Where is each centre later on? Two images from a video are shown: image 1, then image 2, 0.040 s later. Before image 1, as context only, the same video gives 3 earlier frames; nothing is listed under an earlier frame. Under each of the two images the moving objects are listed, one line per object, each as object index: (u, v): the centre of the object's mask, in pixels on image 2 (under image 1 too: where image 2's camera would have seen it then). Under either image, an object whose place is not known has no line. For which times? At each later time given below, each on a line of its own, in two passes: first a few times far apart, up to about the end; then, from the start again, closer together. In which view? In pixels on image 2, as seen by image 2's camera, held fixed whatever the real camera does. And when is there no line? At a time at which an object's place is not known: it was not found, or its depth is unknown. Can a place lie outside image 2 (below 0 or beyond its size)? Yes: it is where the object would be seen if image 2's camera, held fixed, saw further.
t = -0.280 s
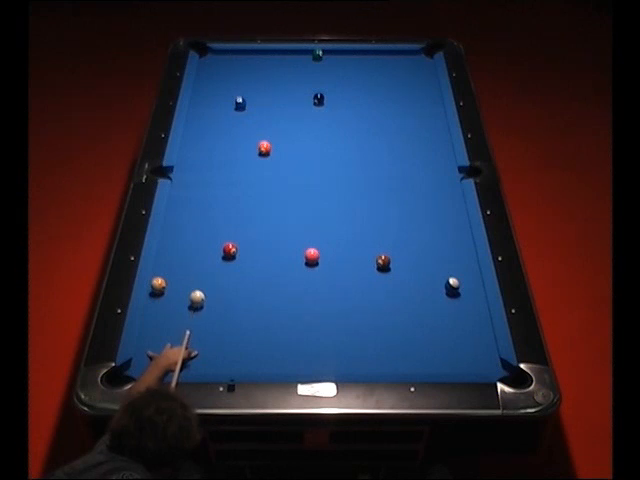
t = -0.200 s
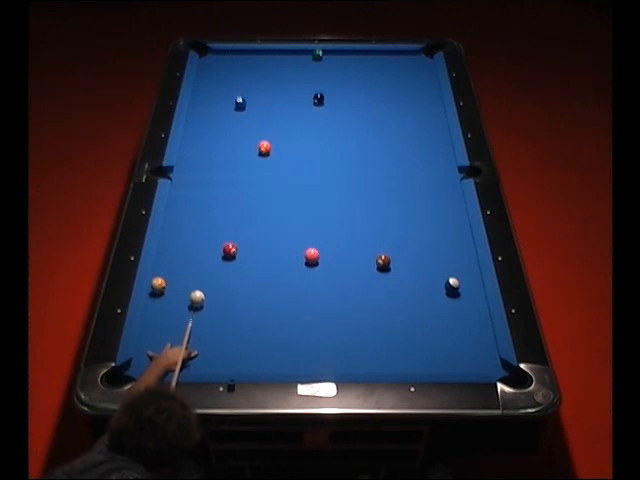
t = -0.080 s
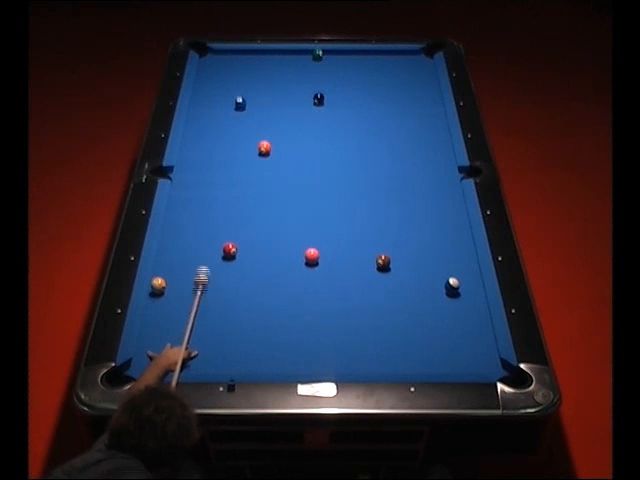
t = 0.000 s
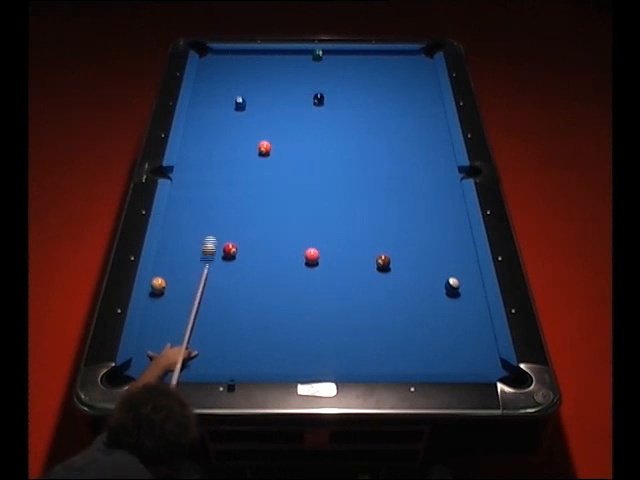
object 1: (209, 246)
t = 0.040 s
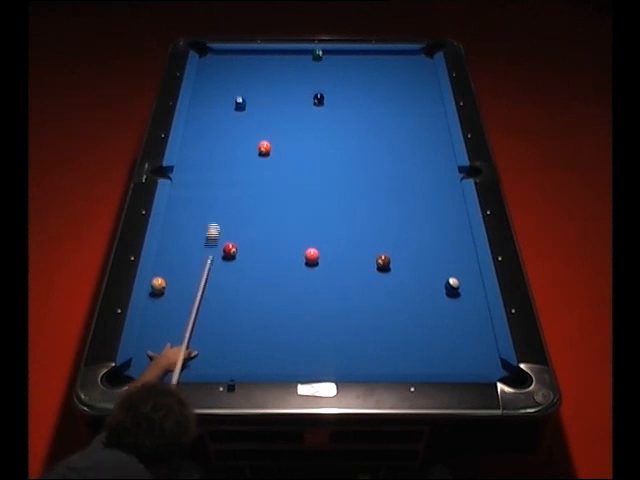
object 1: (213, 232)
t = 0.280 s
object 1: (230, 164)
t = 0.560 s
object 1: (248, 106)
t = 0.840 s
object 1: (286, 90)
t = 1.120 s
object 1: (318, 72)
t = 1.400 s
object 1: (346, 54)
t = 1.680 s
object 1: (369, 60)
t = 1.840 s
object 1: (374, 70)
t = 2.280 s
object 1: (407, 80)
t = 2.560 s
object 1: (426, 87)
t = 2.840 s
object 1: (428, 94)
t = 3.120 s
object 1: (420, 101)
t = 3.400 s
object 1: (413, 108)
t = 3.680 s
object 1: (406, 114)
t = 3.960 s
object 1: (399, 120)
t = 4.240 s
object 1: (393, 125)
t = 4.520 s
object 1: (387, 129)
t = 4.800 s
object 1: (382, 133)
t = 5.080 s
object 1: (377, 137)
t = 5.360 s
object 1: (372, 140)
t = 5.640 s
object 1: (369, 143)
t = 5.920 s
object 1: (365, 145)
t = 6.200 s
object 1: (362, 147)
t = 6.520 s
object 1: (361, 148)
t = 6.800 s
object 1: (360, 148)
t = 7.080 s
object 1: (359, 148)
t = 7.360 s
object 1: (359, 148)
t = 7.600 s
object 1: (359, 148)
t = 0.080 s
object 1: (216, 219)
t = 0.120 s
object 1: (219, 207)
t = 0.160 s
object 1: (221, 196)
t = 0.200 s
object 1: (224, 185)
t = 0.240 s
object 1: (227, 175)
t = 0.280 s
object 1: (230, 164)
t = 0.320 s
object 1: (232, 154)
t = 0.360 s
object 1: (234, 144)
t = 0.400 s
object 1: (237, 135)
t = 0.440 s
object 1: (239, 126)
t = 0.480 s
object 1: (241, 117)
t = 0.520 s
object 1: (243, 109)
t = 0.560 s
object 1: (248, 106)
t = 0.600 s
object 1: (254, 105)
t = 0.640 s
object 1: (260, 103)
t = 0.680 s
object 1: (266, 101)
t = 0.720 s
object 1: (271, 99)
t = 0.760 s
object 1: (276, 96)
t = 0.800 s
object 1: (281, 93)
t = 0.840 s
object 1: (286, 90)
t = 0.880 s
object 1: (291, 88)
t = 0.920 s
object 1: (295, 85)
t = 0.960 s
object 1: (300, 82)
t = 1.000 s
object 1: (304, 79)
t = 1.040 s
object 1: (309, 77)
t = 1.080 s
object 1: (313, 74)
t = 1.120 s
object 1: (318, 72)
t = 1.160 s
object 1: (322, 69)
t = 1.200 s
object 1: (326, 67)
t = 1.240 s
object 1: (330, 64)
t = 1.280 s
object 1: (334, 62)
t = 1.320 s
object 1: (338, 59)
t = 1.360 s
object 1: (342, 56)
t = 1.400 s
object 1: (346, 54)
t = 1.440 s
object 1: (350, 52)
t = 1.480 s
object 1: (353, 53)
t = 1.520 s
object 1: (357, 54)
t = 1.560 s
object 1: (359, 55)
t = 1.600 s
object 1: (363, 56)
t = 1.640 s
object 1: (366, 57)
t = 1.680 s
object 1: (369, 60)
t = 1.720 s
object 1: (371, 63)
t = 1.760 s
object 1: (373, 67)
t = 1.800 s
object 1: (374, 69)
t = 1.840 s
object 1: (374, 70)
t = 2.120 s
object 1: (393, 76)
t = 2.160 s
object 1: (396, 77)
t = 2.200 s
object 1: (400, 78)
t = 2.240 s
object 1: (404, 79)
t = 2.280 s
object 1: (407, 80)
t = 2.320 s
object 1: (410, 81)
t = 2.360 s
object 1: (412, 82)
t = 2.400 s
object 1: (415, 84)
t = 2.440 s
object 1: (418, 84)
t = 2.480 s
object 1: (421, 85)
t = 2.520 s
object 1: (424, 86)
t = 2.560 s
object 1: (426, 87)
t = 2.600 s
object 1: (429, 88)
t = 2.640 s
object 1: (432, 89)
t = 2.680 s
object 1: (432, 90)
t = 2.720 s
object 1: (431, 91)
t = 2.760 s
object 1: (430, 92)
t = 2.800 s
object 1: (429, 93)
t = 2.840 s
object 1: (428, 94)
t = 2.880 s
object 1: (427, 95)
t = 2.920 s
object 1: (426, 96)
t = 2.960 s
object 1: (424, 97)
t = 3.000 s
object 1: (423, 98)
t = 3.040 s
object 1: (423, 99)
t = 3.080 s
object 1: (421, 100)
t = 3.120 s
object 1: (420, 101)
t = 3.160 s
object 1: (419, 102)
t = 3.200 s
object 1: (418, 103)
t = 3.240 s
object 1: (417, 104)
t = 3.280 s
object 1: (416, 105)
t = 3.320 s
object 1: (415, 106)
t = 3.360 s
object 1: (414, 107)
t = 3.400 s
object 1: (413, 108)
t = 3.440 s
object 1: (412, 109)
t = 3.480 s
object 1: (411, 109)
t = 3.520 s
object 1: (410, 110)
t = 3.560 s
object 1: (409, 111)
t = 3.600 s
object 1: (407, 112)
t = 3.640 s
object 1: (407, 113)
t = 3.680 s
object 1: (406, 114)
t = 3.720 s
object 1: (405, 115)
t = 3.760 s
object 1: (404, 116)
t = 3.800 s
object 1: (403, 116)
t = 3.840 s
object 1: (402, 117)
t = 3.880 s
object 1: (401, 118)
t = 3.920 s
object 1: (400, 119)
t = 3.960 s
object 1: (399, 120)
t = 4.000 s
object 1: (398, 120)
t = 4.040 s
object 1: (397, 121)
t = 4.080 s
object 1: (396, 122)
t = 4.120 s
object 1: (395, 122)
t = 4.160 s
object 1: (395, 123)
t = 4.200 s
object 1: (393, 124)
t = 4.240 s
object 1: (393, 125)
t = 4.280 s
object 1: (392, 125)
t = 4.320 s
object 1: (391, 126)
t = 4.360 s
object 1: (390, 127)
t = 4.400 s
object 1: (389, 127)
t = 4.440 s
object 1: (389, 128)
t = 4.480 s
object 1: (388, 129)
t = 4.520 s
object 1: (387, 129)
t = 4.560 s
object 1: (386, 130)
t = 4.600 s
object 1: (385, 131)
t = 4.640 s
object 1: (385, 131)
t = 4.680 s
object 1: (384, 132)
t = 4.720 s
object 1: (383, 132)
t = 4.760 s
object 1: (383, 133)
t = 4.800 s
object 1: (382, 133)
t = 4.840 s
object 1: (381, 134)
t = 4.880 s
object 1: (380, 134)
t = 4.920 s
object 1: (379, 135)
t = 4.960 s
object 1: (378, 135)
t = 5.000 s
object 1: (378, 136)
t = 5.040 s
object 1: (377, 137)
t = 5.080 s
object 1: (377, 137)
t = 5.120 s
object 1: (376, 137)
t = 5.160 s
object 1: (375, 138)
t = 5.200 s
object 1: (374, 138)
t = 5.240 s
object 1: (374, 139)
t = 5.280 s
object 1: (373, 139)
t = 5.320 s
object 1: (373, 140)
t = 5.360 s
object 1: (372, 140)
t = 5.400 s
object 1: (371, 141)
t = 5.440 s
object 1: (371, 141)
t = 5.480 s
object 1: (370, 141)
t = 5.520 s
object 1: (370, 142)
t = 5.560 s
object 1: (369, 142)
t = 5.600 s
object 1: (369, 143)
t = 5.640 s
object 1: (369, 143)
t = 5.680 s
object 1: (368, 143)
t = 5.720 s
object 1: (367, 143)
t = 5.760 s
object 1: (367, 144)
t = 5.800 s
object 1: (367, 144)
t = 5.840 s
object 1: (366, 144)
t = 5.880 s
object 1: (366, 145)
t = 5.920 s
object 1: (365, 145)
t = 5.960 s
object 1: (365, 145)
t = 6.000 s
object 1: (364, 145)
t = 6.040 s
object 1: (364, 146)
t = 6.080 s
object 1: (363, 146)
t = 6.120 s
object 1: (363, 146)
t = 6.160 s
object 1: (363, 147)
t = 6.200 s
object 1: (362, 147)
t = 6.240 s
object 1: (362, 147)
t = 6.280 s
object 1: (362, 147)
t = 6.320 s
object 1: (362, 147)
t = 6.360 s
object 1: (361, 147)
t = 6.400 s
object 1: (361, 147)
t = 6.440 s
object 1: (361, 147)
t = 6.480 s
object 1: (361, 147)
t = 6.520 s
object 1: (361, 148)
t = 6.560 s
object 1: (360, 148)
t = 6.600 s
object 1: (360, 148)
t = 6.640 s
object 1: (360, 148)
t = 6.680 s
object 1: (360, 148)
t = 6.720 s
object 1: (360, 148)
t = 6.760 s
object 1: (360, 148)
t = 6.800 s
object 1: (360, 148)
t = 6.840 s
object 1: (359, 148)
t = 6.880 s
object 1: (359, 148)
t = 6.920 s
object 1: (359, 148)
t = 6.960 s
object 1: (359, 148)
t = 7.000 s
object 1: (359, 148)
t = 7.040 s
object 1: (359, 148)
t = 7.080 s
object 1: (359, 148)
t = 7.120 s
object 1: (359, 148)
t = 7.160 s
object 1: (359, 148)
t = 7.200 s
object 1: (359, 148)
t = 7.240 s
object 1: (359, 148)
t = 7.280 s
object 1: (359, 148)
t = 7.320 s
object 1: (359, 148)
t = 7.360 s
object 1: (359, 148)
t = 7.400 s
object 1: (359, 148)
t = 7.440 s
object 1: (359, 148)
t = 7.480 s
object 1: (359, 148)
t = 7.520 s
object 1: (359, 148)
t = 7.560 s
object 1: (359, 148)
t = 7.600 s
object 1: (359, 148)
